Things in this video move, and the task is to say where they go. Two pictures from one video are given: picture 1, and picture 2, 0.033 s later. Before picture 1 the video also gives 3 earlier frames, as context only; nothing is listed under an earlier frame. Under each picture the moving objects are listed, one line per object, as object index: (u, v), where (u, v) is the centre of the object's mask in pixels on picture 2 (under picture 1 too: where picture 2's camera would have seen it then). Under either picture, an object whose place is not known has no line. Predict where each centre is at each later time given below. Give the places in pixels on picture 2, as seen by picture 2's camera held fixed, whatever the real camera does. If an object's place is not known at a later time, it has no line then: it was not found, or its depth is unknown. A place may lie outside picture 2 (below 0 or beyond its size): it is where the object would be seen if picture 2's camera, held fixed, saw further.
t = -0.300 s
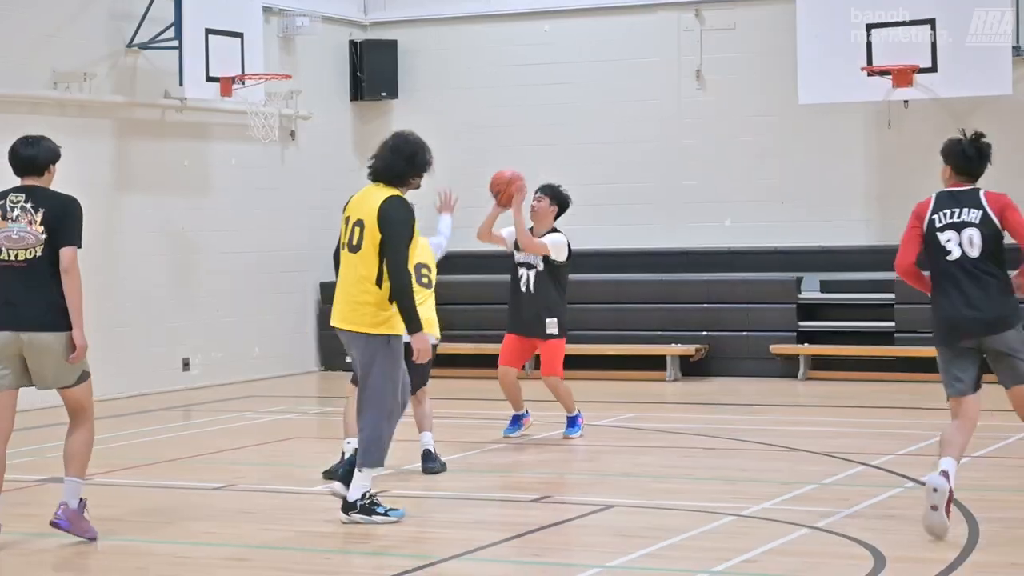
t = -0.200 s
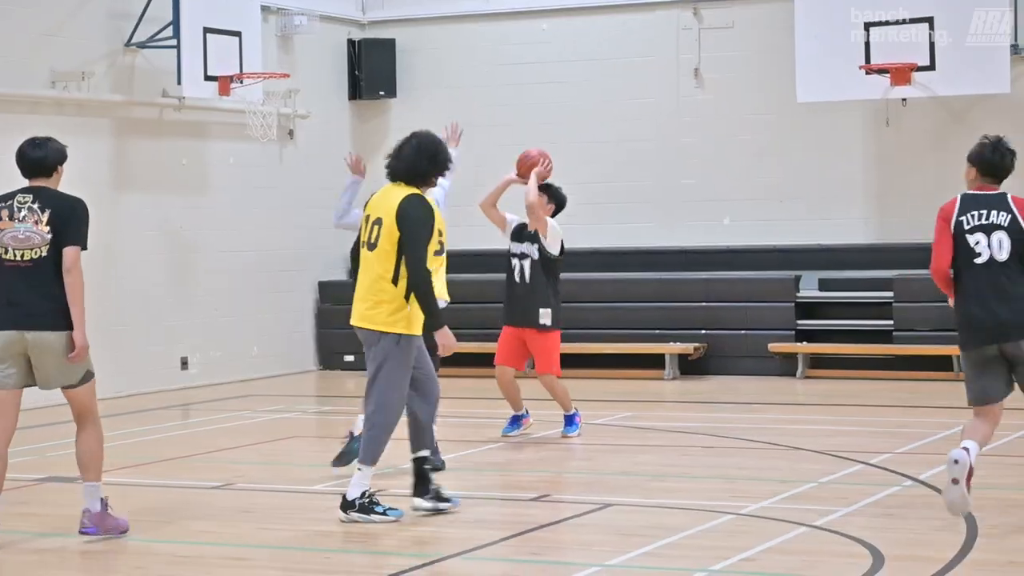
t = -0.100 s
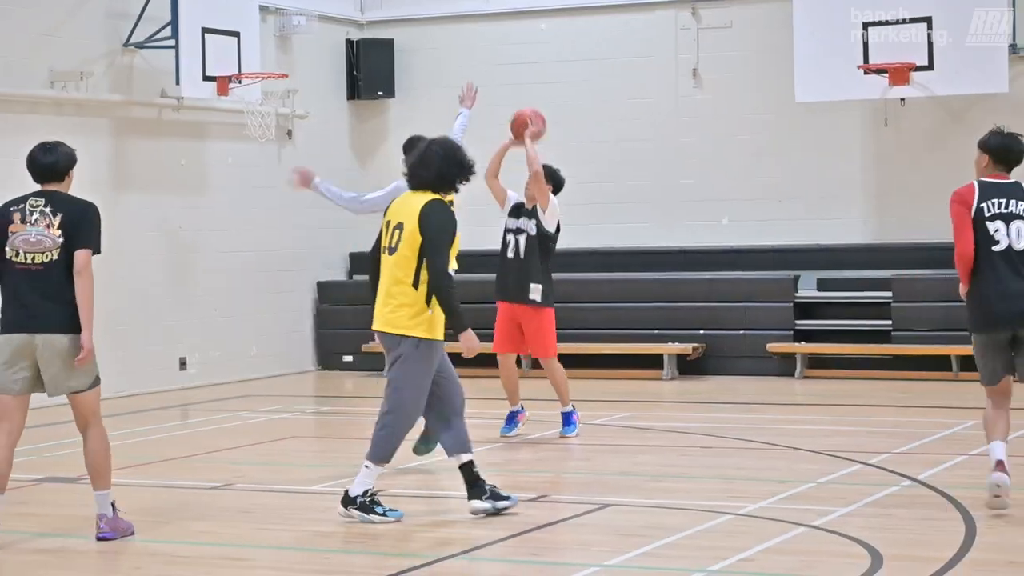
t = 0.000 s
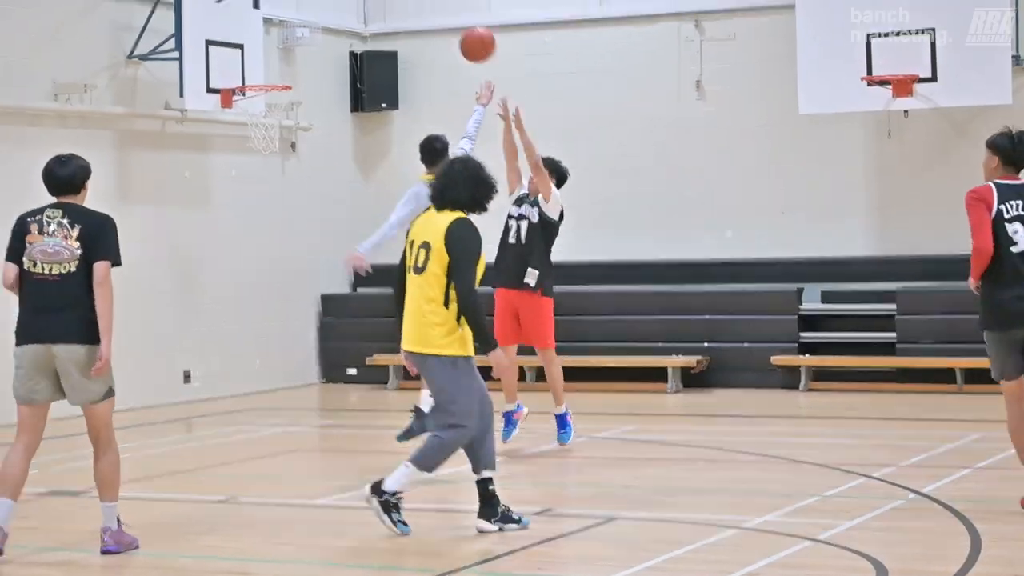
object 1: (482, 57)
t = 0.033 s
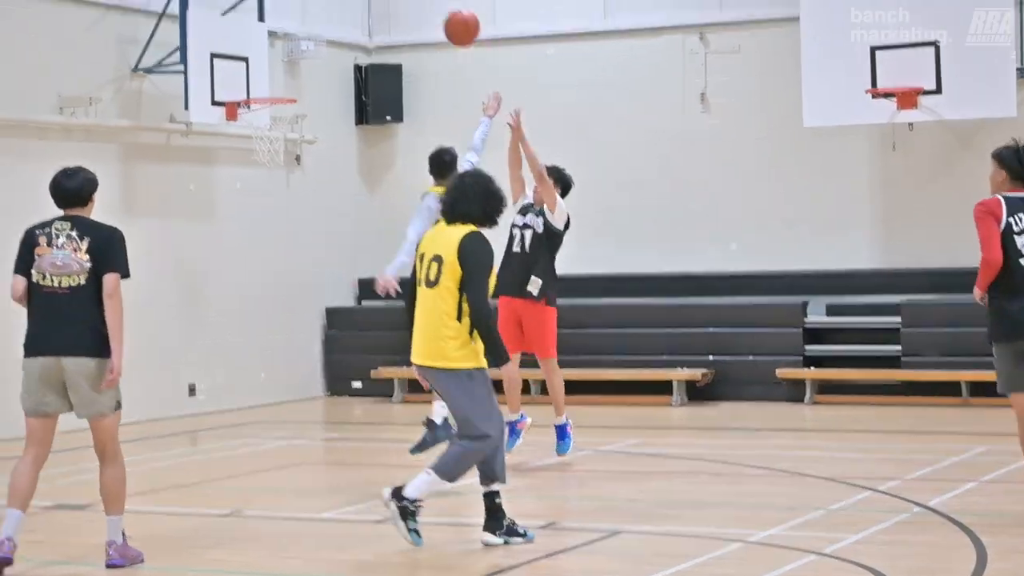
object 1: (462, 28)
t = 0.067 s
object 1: (441, -1)
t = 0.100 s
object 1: (419, -26)
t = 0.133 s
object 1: (398, -51)
